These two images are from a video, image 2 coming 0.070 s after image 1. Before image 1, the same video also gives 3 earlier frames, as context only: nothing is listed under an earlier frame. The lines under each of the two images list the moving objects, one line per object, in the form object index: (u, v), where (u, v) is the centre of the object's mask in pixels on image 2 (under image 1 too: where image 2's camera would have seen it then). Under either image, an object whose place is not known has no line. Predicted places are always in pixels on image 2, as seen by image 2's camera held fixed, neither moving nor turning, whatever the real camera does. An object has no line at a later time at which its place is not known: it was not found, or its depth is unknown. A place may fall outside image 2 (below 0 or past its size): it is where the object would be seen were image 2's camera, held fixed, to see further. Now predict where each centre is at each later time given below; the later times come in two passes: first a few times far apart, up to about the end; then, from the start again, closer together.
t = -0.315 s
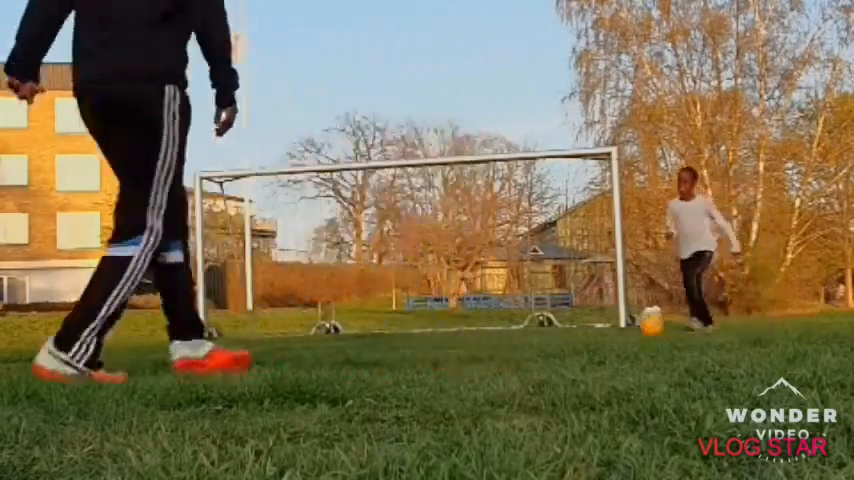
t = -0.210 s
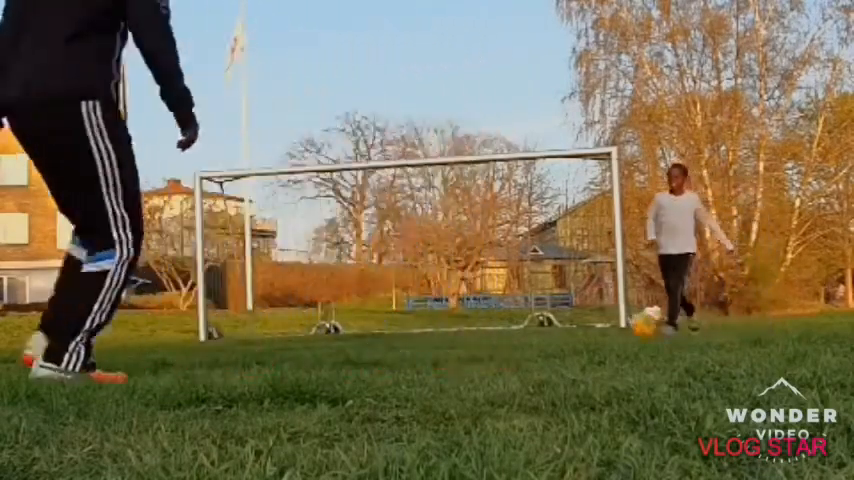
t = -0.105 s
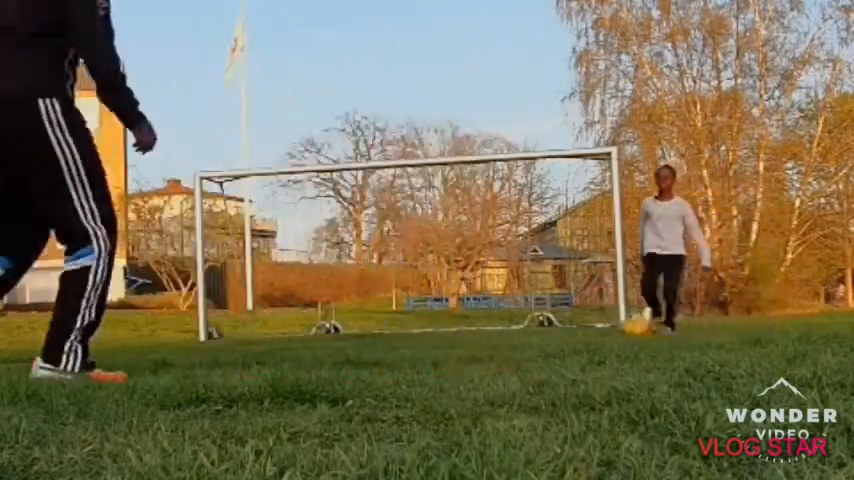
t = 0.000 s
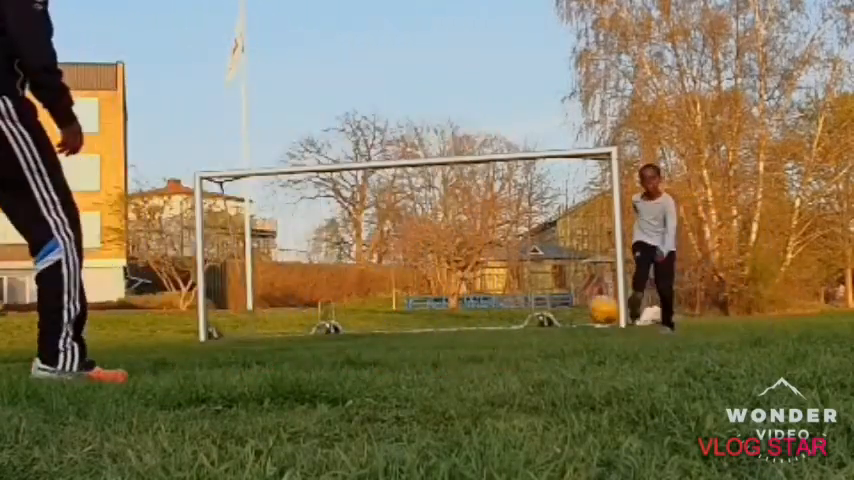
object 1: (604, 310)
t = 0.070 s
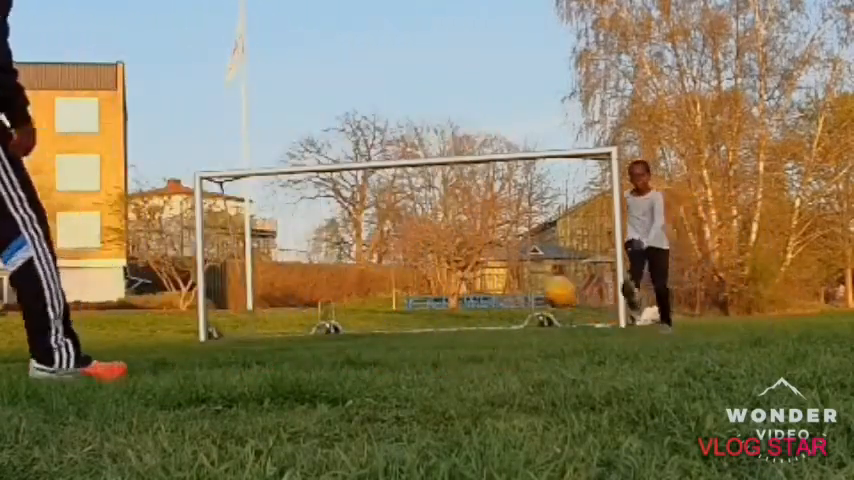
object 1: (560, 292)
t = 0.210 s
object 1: (438, 272)
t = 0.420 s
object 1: (35, 334)
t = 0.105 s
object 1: (531, 285)
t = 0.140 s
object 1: (505, 278)
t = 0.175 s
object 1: (474, 275)
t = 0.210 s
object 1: (438, 272)
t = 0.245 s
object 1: (400, 269)
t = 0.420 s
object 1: (35, 334)
